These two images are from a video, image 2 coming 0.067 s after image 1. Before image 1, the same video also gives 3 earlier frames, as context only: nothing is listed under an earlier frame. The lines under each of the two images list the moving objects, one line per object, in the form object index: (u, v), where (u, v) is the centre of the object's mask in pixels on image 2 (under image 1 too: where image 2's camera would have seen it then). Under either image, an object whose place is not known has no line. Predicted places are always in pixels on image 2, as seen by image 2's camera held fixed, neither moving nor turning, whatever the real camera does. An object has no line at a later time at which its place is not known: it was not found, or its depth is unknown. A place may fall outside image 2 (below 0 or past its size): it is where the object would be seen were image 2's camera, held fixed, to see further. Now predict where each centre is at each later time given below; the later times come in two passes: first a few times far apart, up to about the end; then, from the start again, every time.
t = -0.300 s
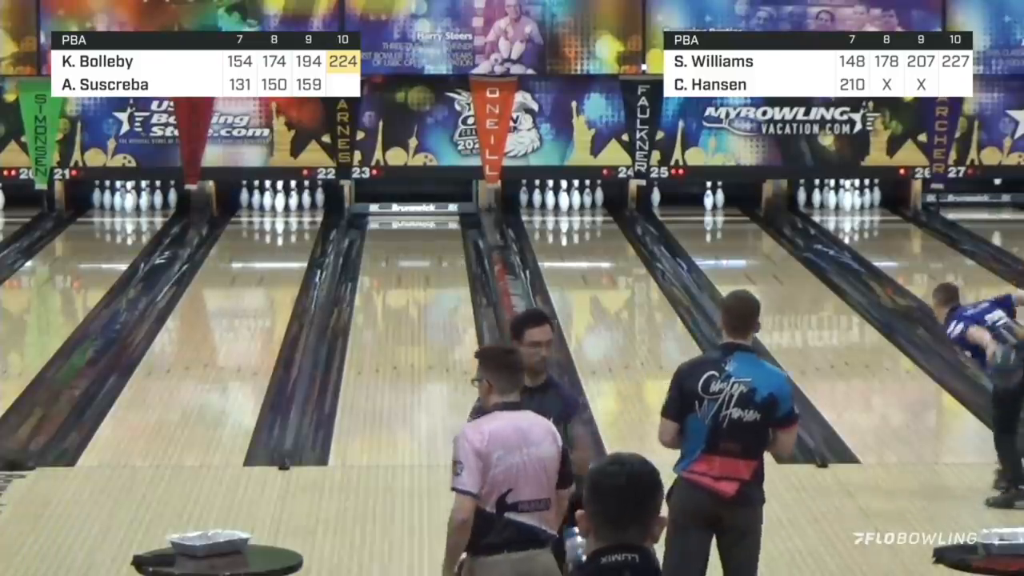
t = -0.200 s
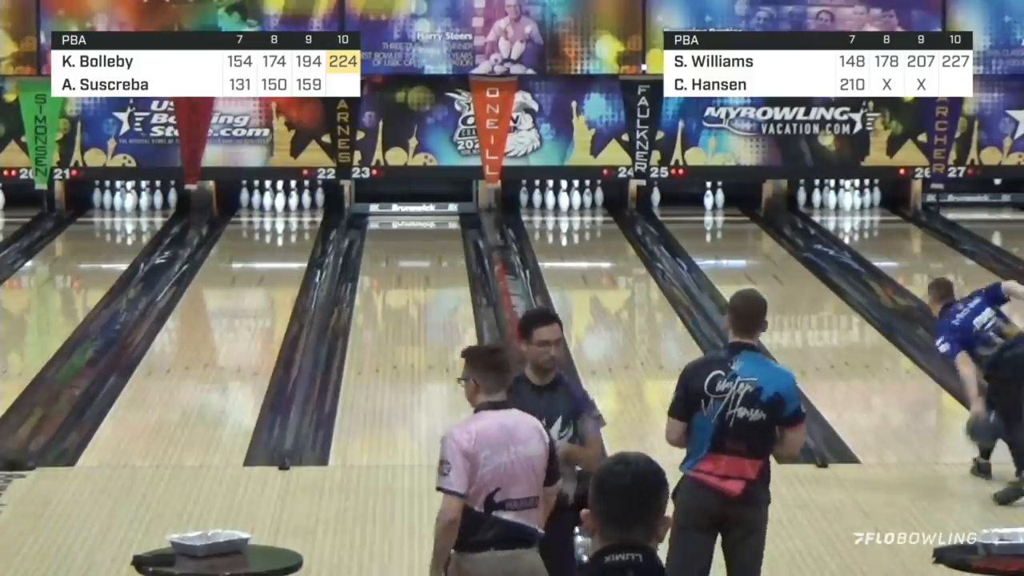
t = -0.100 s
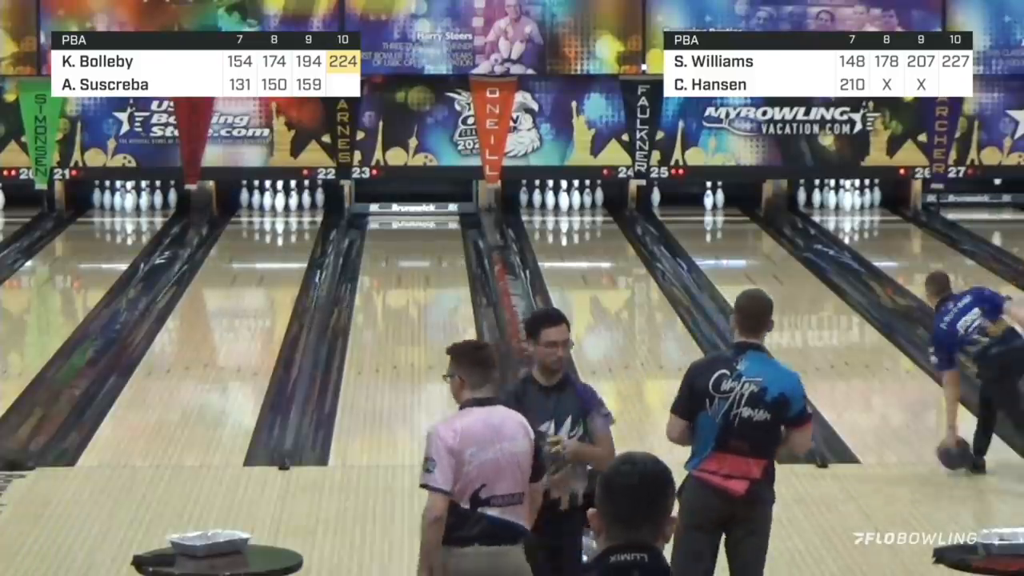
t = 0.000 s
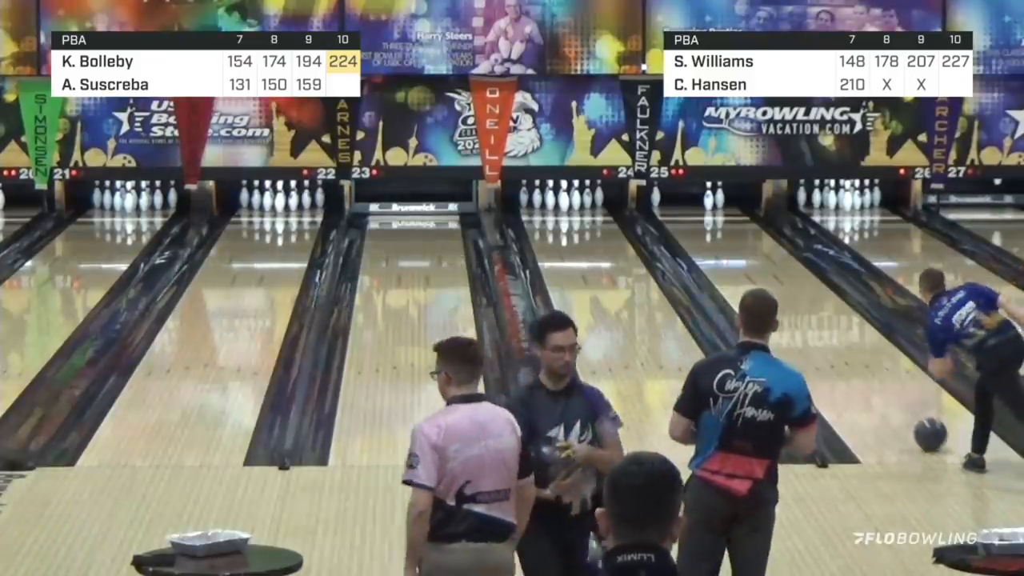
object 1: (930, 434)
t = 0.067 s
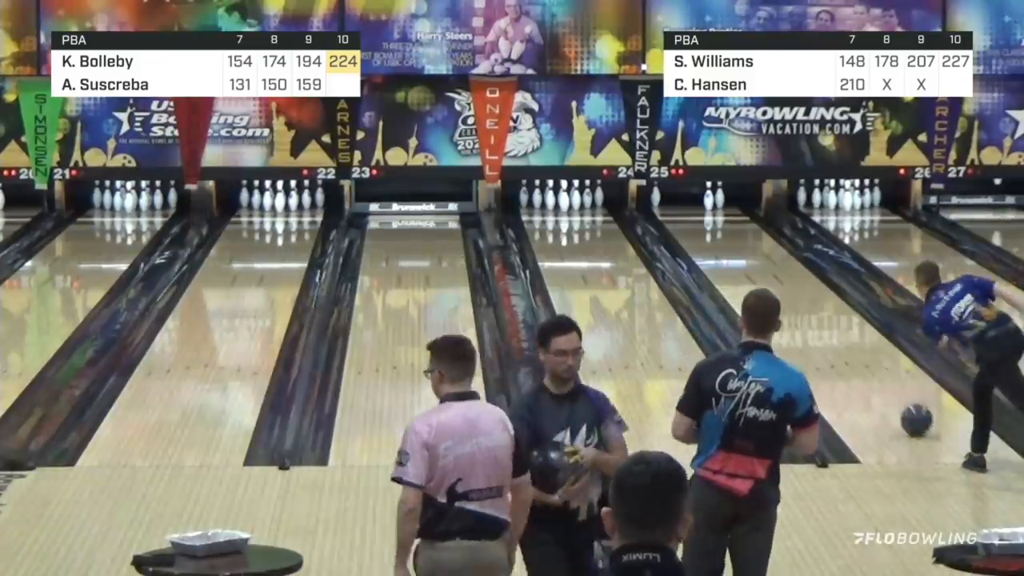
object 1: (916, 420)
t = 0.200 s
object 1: (891, 394)
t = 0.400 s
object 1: (858, 360)
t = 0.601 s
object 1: (830, 331)
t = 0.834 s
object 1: (804, 304)
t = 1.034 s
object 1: (783, 282)
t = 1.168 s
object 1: (770, 269)
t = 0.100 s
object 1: (909, 413)
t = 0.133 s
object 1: (903, 407)
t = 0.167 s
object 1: (897, 400)
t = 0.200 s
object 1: (891, 394)
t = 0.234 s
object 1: (885, 388)
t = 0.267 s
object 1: (879, 382)
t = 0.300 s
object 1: (874, 377)
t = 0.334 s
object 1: (869, 371)
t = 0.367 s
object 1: (863, 366)
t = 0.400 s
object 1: (858, 360)
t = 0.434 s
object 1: (853, 355)
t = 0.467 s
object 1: (848, 350)
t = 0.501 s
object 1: (843, 345)
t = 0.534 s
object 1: (839, 341)
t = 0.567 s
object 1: (834, 335)
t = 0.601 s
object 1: (830, 331)
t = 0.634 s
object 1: (826, 326)
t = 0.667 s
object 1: (821, 322)
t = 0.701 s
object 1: (819, 320)
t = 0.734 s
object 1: (813, 314)
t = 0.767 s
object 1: (809, 310)
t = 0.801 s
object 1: (805, 306)
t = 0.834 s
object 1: (804, 304)
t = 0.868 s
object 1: (798, 298)
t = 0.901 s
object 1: (794, 294)
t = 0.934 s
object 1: (792, 293)
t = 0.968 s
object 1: (789, 289)
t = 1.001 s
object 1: (786, 285)
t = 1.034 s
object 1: (783, 282)
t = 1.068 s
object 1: (778, 277)
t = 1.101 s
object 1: (774, 273)
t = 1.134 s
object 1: (773, 272)
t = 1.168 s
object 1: (770, 269)
